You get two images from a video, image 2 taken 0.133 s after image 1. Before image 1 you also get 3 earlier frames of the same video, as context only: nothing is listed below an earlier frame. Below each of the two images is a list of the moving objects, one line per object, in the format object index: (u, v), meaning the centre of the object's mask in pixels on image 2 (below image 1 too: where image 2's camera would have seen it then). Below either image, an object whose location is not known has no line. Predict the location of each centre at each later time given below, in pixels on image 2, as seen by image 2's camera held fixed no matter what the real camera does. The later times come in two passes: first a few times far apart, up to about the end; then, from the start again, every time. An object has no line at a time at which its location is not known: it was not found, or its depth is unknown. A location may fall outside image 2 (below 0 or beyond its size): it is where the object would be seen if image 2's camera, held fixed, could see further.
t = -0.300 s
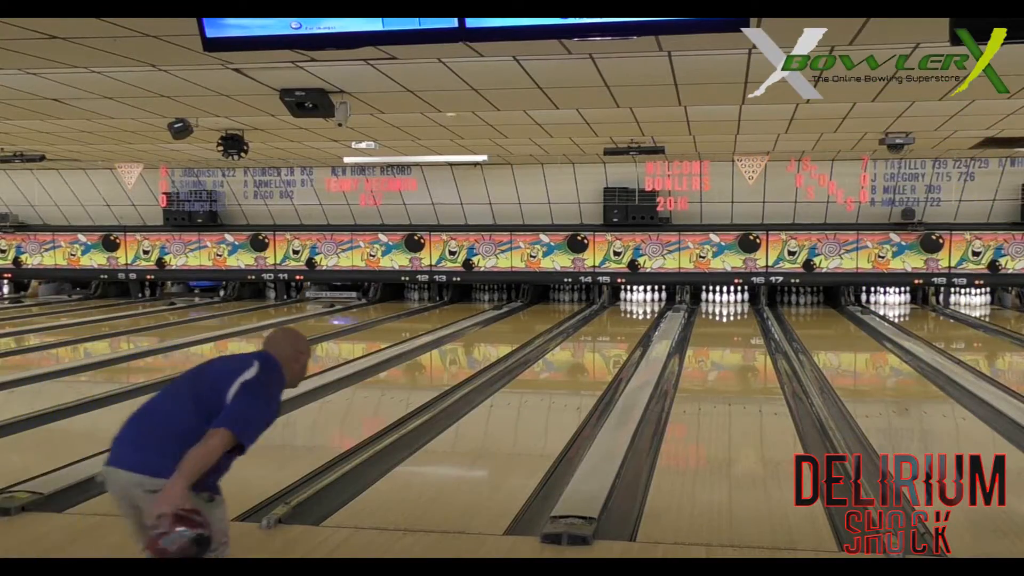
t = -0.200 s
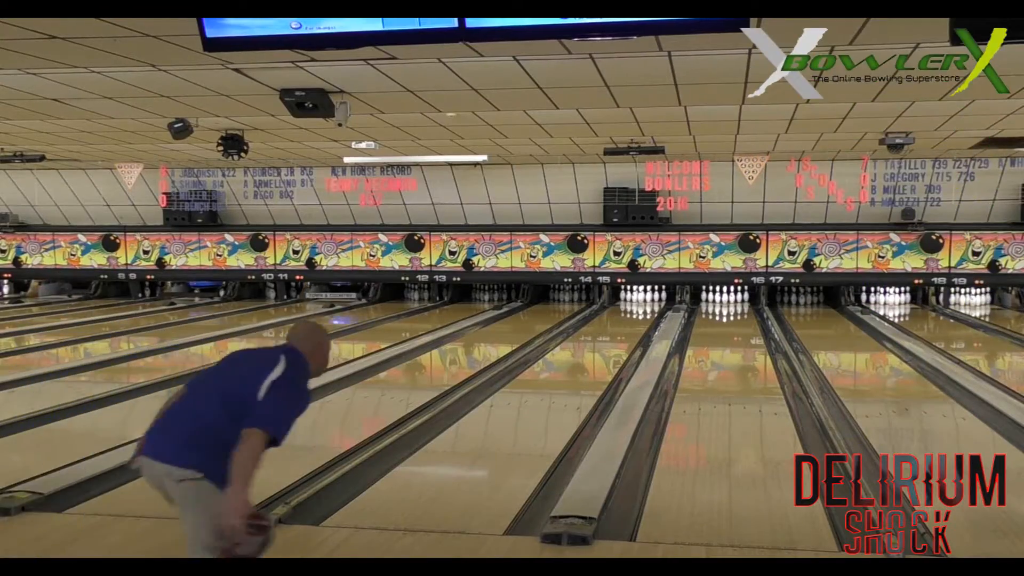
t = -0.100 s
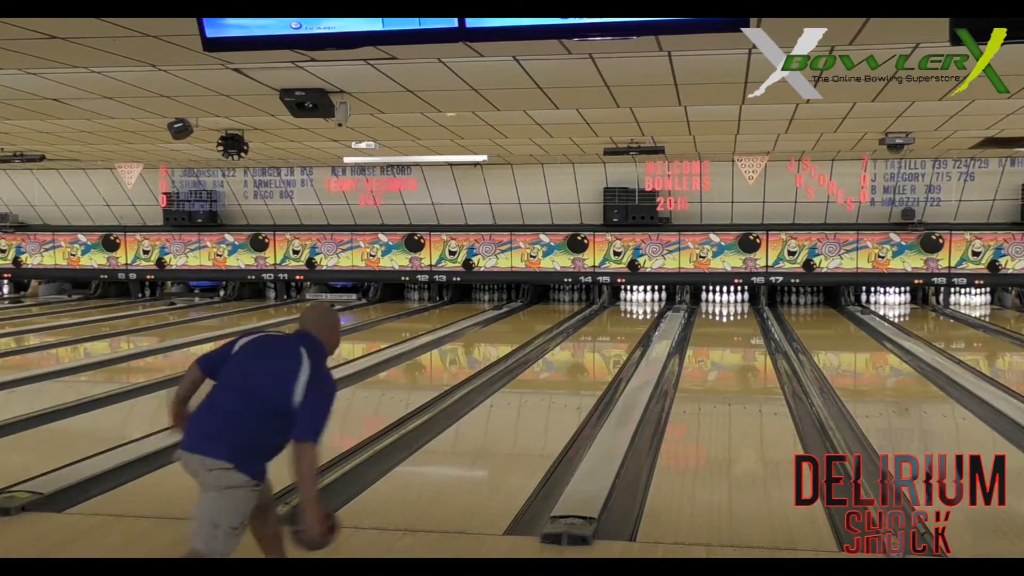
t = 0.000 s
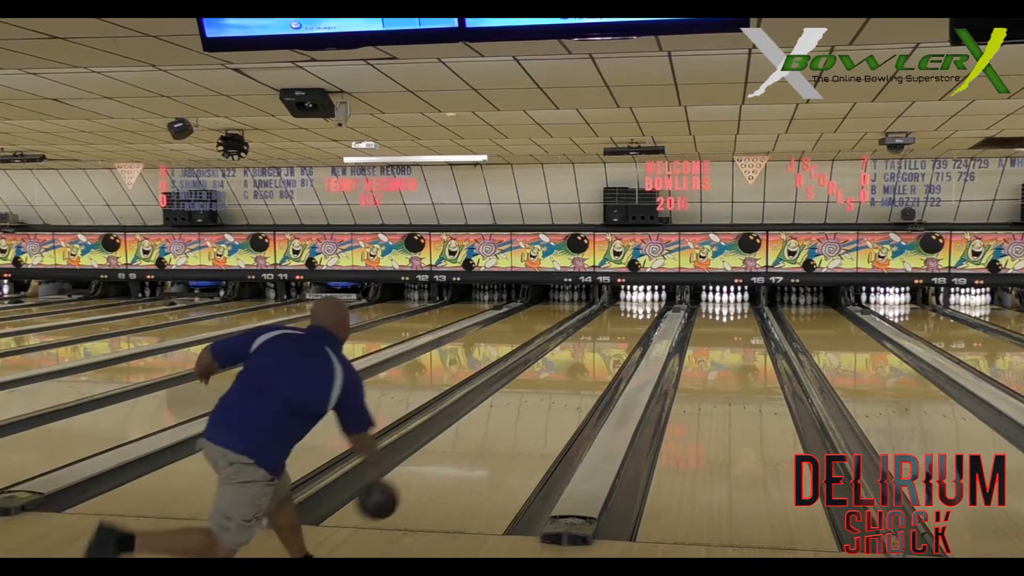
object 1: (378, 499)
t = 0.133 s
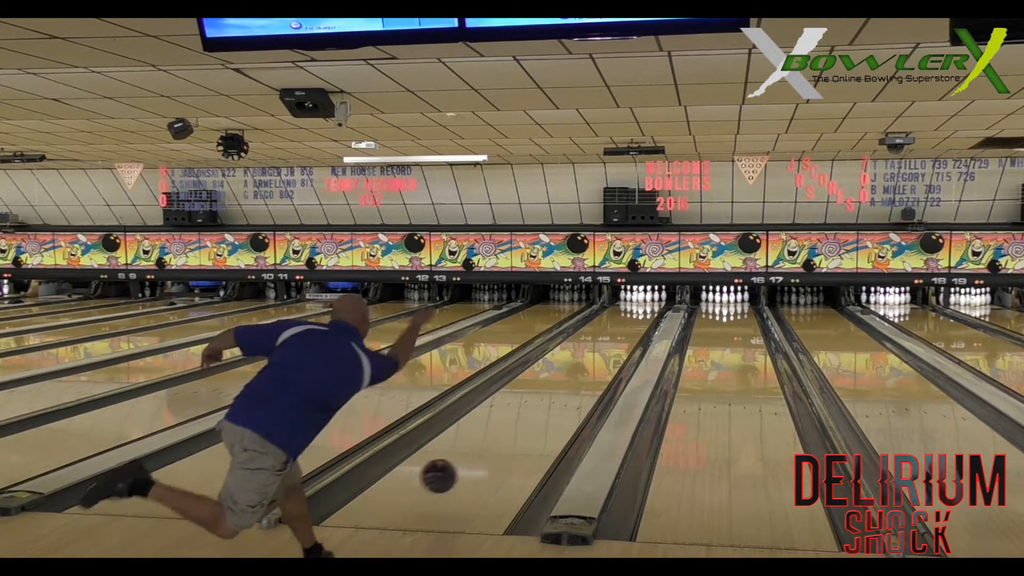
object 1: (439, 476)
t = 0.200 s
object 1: (463, 476)
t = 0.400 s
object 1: (516, 431)
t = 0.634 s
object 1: (558, 395)
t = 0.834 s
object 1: (583, 374)
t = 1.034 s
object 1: (603, 356)
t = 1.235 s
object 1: (617, 343)
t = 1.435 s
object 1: (628, 332)
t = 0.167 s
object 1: (452, 475)
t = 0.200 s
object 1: (463, 476)
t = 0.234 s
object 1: (473, 466)
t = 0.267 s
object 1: (483, 456)
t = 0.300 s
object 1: (492, 449)
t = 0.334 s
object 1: (501, 443)
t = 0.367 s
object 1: (509, 438)
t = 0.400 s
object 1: (516, 431)
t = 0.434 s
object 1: (523, 425)
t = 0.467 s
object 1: (530, 419)
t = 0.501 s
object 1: (536, 414)
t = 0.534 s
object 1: (542, 409)
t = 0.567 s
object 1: (548, 404)
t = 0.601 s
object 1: (553, 399)
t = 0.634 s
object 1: (558, 395)
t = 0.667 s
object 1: (563, 391)
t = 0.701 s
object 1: (568, 387)
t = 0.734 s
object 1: (572, 383)
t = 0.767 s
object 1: (576, 380)
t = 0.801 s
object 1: (579, 377)
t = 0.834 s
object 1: (583, 374)
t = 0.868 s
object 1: (587, 370)
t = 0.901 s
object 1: (590, 367)
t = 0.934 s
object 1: (593, 364)
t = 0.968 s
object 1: (596, 361)
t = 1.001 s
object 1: (599, 359)
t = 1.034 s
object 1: (603, 356)
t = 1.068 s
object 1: (605, 353)
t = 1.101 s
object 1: (607, 351)
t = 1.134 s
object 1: (610, 349)
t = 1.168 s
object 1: (612, 347)
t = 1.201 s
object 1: (614, 345)
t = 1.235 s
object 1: (617, 343)
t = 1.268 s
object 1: (619, 340)
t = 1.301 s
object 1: (621, 338)
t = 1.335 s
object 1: (623, 337)
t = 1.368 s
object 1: (624, 336)
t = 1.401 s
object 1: (626, 334)
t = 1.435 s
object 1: (628, 332)
